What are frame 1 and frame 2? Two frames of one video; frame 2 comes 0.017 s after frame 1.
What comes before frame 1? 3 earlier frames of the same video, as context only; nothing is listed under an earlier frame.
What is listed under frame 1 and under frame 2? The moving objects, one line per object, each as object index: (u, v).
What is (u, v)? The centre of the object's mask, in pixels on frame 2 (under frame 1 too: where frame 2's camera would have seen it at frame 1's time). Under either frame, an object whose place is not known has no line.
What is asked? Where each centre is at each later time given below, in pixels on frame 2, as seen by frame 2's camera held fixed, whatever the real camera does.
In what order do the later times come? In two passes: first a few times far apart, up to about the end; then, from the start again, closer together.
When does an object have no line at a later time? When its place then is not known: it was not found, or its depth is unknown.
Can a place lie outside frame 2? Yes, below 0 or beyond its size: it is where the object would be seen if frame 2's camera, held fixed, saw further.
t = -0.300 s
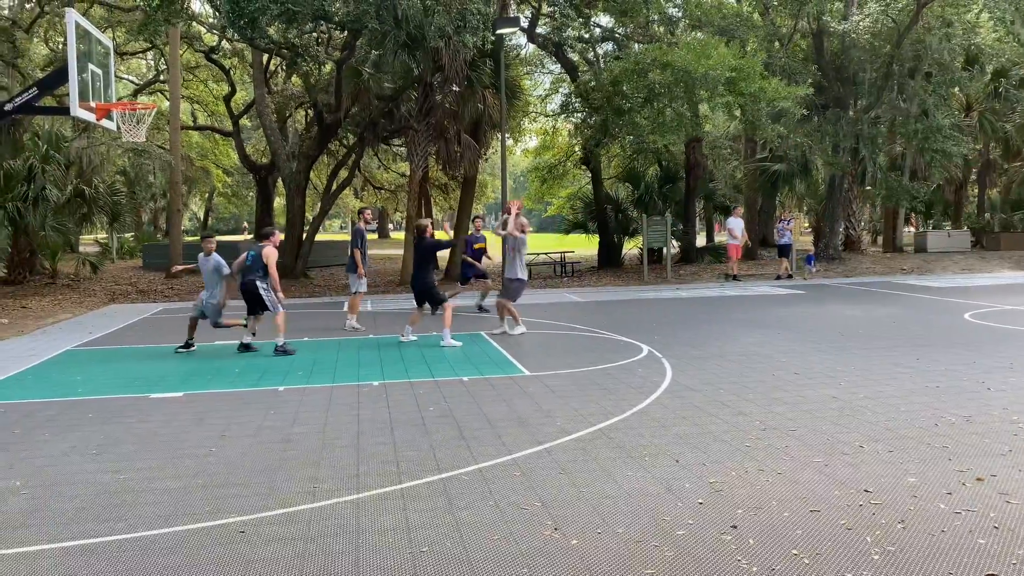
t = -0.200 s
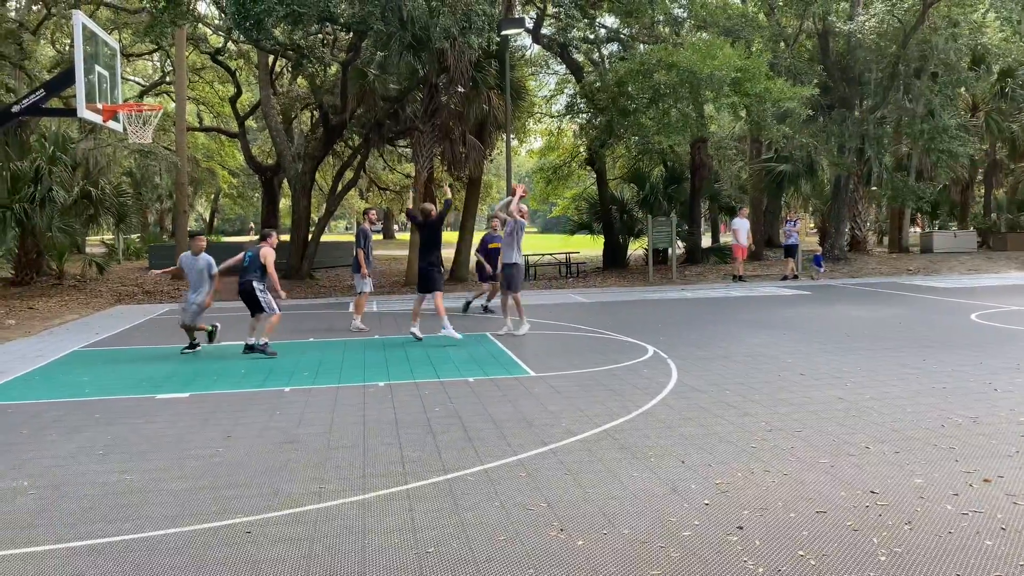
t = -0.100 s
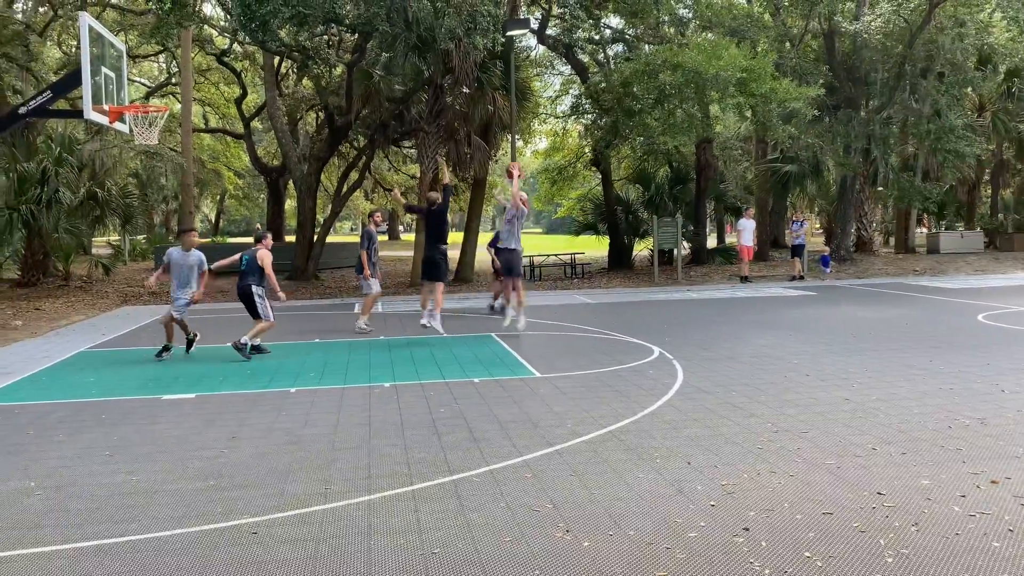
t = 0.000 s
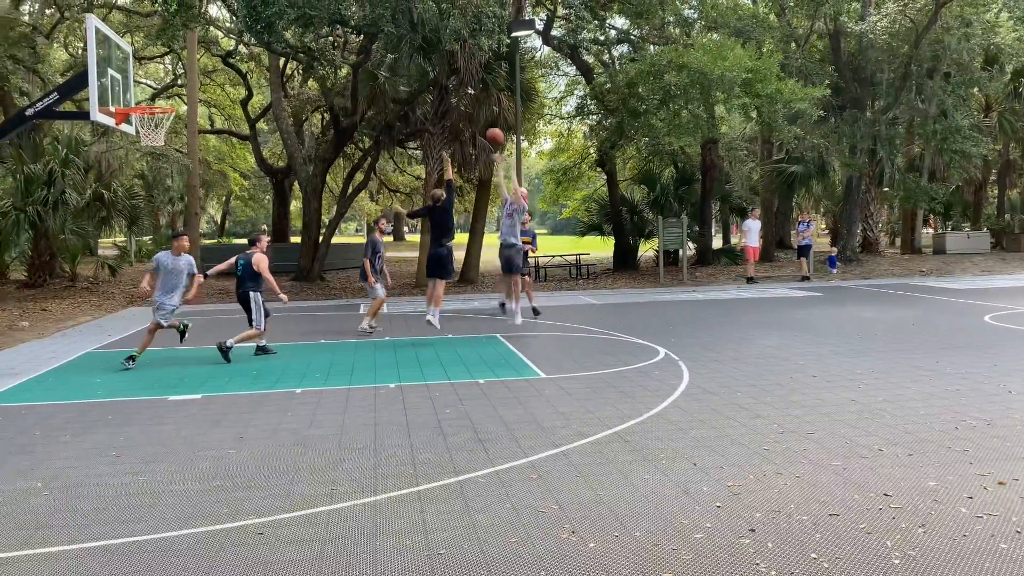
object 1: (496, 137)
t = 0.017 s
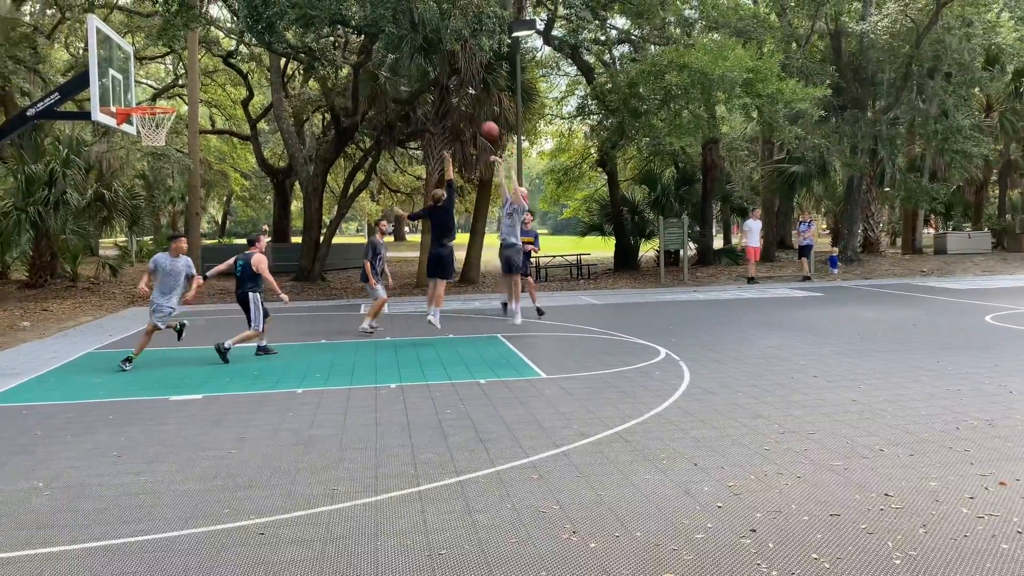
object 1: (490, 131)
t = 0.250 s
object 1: (410, 58)
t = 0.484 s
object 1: (325, 25)
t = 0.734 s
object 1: (225, 36)
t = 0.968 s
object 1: (129, 95)
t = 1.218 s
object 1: (164, 83)
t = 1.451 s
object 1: (202, 114)
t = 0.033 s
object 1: (484, 124)
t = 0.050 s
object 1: (479, 117)
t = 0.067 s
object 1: (474, 111)
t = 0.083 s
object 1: (467, 106)
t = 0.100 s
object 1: (463, 101)
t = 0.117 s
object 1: (456, 95)
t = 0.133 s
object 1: (451, 90)
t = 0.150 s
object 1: (445, 84)
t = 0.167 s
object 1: (440, 80)
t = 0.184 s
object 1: (433, 75)
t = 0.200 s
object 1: (428, 72)
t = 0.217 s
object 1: (422, 67)
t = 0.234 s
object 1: (416, 62)
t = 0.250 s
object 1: (410, 58)
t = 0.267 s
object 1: (405, 55)
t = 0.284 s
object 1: (398, 51)
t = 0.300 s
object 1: (393, 47)
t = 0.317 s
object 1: (387, 45)
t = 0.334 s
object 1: (380, 41)
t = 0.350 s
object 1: (374, 40)
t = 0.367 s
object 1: (368, 37)
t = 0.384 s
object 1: (363, 35)
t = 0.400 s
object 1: (356, 32)
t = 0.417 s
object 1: (350, 30)
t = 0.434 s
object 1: (344, 29)
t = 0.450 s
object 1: (338, 27)
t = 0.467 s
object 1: (331, 26)
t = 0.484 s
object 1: (325, 25)
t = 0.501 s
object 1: (319, 22)
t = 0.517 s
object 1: (311, 24)
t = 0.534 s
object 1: (306, 23)
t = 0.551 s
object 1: (300, 23)
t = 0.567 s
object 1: (293, 22)
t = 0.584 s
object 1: (286, 23)
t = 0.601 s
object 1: (279, 24)
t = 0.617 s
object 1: (274, 24)
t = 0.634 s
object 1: (267, 25)
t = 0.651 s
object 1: (260, 26)
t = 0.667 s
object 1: (253, 27)
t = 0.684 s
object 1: (246, 30)
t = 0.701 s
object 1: (241, 31)
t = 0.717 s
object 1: (234, 33)
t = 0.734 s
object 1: (225, 36)
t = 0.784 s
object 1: (206, 44)
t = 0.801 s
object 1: (200, 48)
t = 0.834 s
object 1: (185, 54)
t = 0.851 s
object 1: (180, 59)
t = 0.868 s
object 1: (173, 64)
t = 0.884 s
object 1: (165, 68)
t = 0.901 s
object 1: (158, 73)
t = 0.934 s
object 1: (145, 83)
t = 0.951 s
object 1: (138, 89)
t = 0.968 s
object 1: (129, 95)
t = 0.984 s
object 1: (127, 98)
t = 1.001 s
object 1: (128, 97)
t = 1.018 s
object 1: (132, 93)
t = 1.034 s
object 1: (135, 92)
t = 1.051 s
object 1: (137, 90)
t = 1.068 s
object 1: (140, 88)
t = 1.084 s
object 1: (144, 85)
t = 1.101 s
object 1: (145, 84)
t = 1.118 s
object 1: (148, 83)
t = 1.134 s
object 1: (151, 82)
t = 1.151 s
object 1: (153, 82)
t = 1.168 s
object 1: (156, 82)
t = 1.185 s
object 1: (160, 82)
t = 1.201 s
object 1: (162, 82)
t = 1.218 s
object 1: (164, 83)
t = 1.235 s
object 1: (166, 82)
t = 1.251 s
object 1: (169, 83)
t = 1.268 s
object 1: (172, 85)
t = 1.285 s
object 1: (176, 86)
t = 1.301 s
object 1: (178, 87)
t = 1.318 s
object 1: (181, 90)
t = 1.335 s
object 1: (184, 92)
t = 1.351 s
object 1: (186, 94)
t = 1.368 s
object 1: (188, 96)
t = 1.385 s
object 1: (191, 99)
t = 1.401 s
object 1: (195, 102)
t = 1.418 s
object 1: (197, 106)
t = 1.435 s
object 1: (199, 109)
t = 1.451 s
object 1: (202, 114)
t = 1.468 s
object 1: (207, 117)
